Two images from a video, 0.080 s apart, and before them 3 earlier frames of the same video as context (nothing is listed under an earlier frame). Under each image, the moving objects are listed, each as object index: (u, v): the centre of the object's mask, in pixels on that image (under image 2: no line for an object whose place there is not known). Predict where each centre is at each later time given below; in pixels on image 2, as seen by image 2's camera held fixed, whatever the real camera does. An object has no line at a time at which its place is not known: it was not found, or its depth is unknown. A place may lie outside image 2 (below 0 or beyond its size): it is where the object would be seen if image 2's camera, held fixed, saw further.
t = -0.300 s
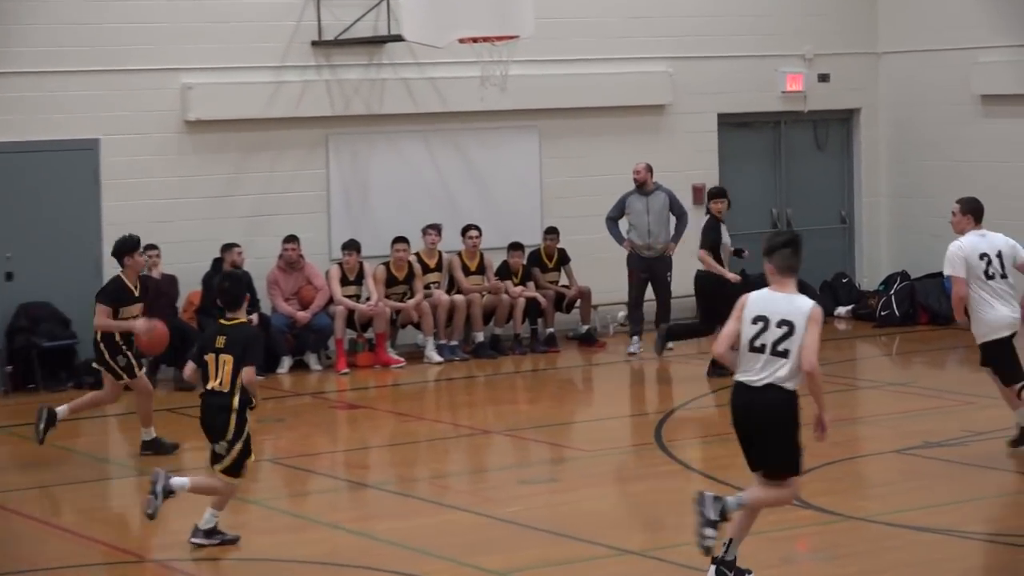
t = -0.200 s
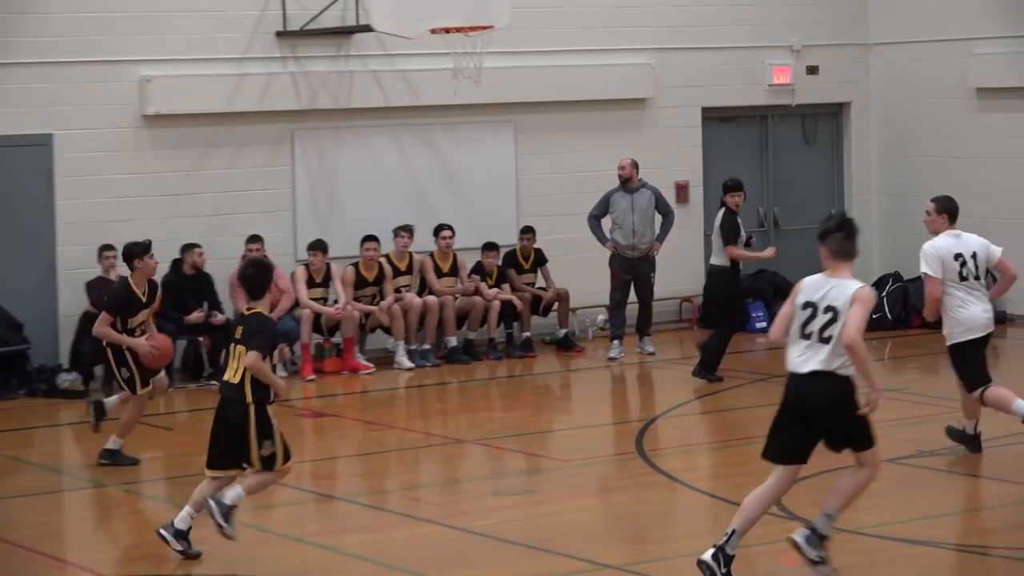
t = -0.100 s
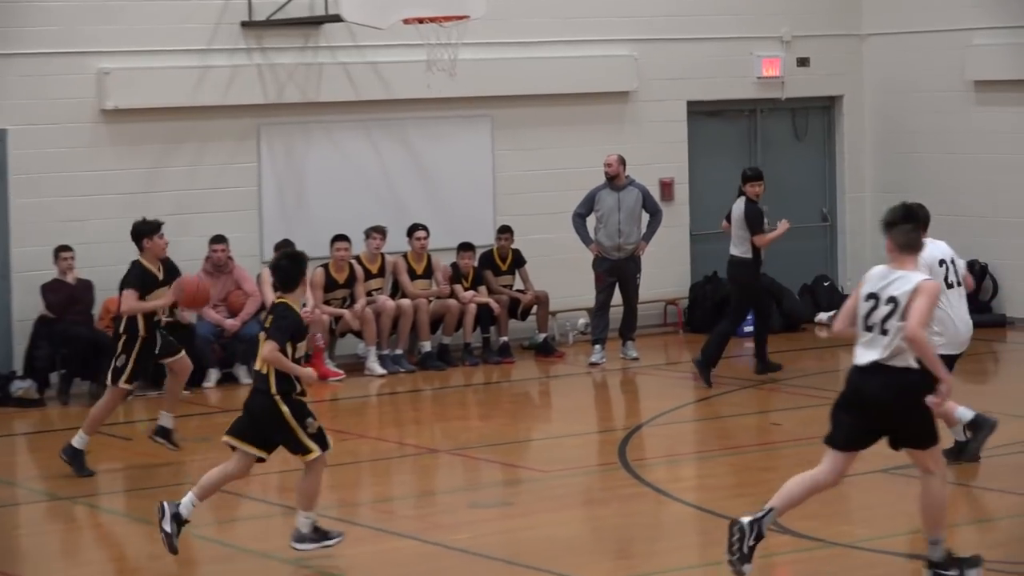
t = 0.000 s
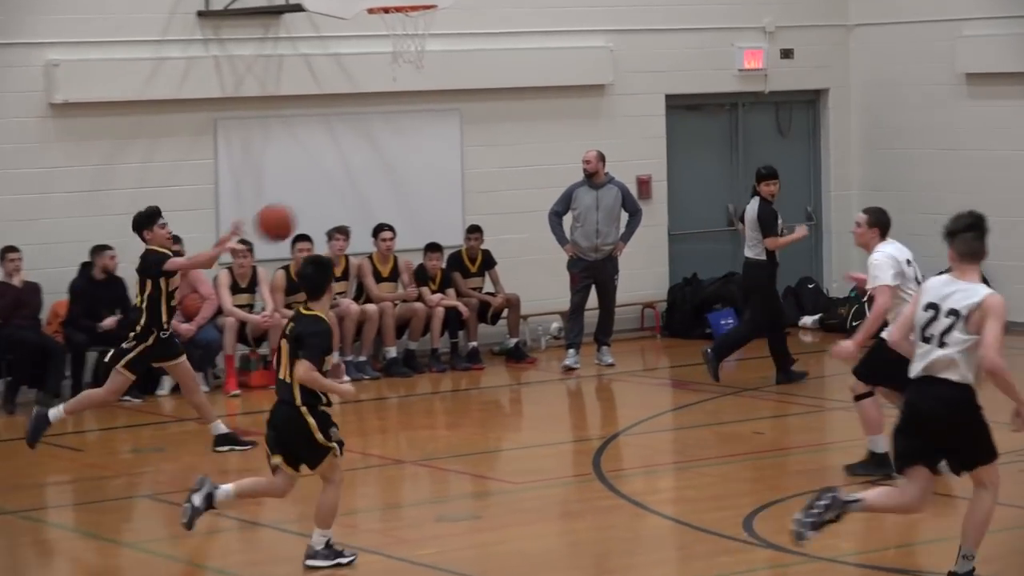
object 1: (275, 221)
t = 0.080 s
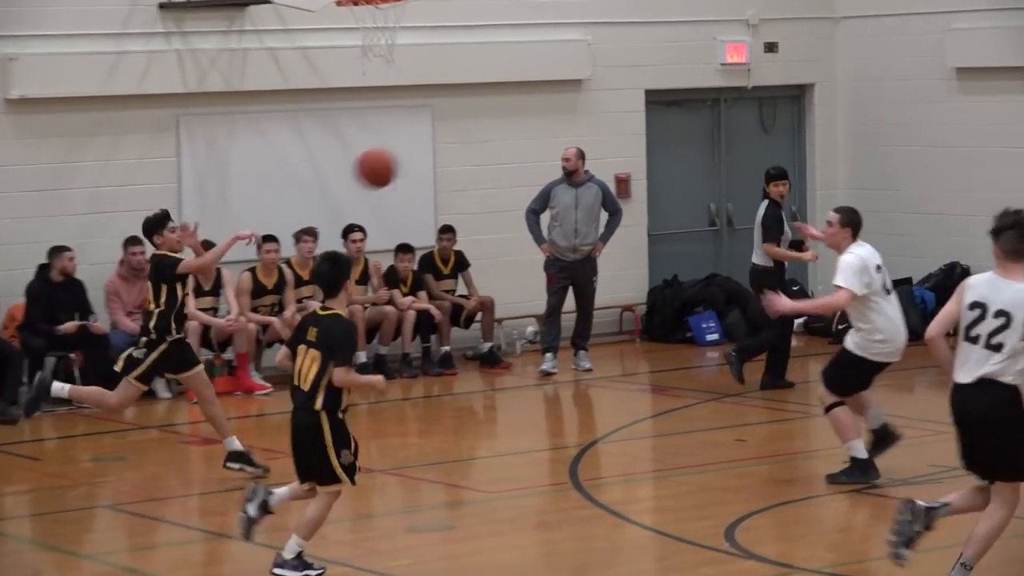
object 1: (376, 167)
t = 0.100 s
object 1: (413, 155)
